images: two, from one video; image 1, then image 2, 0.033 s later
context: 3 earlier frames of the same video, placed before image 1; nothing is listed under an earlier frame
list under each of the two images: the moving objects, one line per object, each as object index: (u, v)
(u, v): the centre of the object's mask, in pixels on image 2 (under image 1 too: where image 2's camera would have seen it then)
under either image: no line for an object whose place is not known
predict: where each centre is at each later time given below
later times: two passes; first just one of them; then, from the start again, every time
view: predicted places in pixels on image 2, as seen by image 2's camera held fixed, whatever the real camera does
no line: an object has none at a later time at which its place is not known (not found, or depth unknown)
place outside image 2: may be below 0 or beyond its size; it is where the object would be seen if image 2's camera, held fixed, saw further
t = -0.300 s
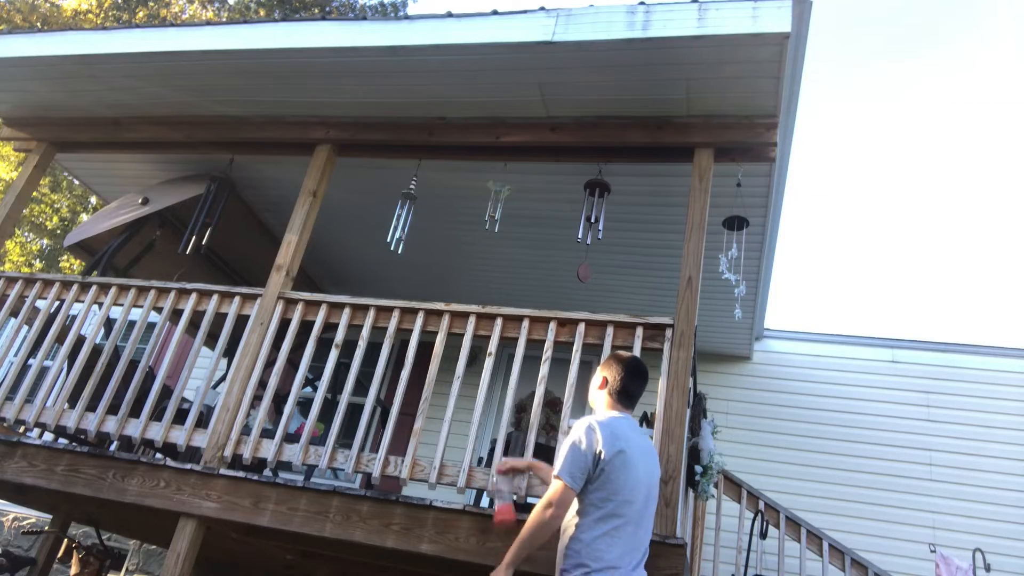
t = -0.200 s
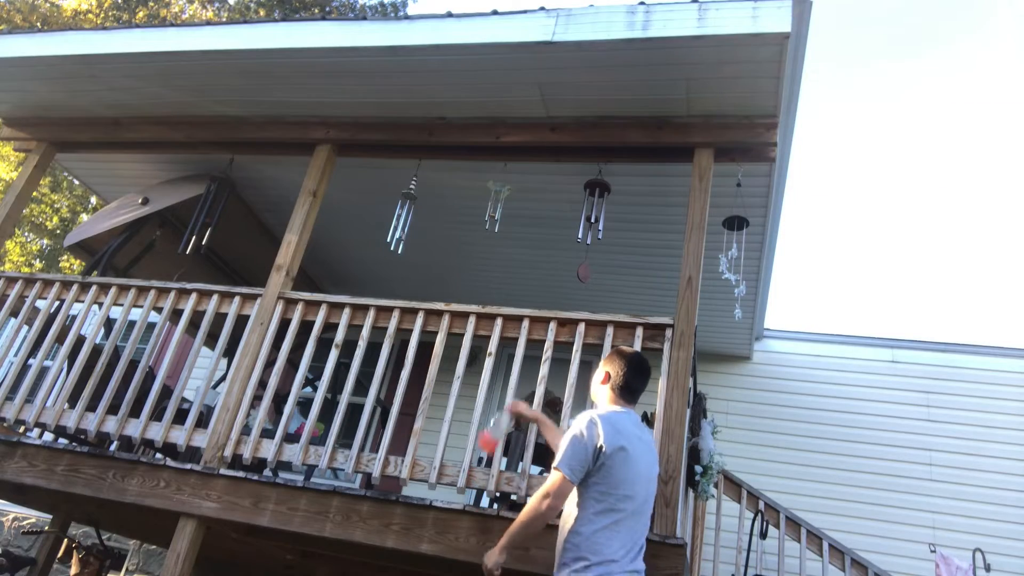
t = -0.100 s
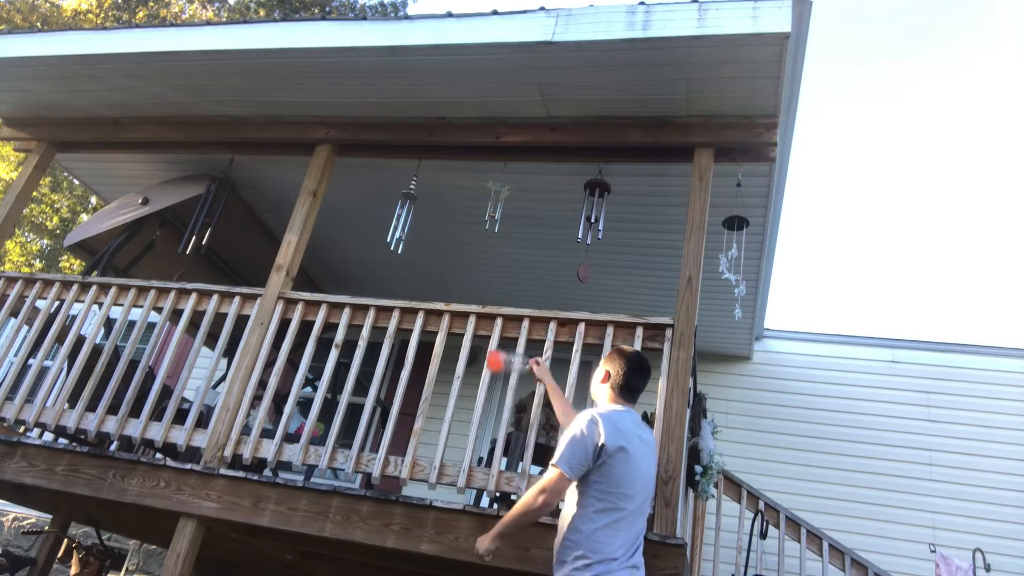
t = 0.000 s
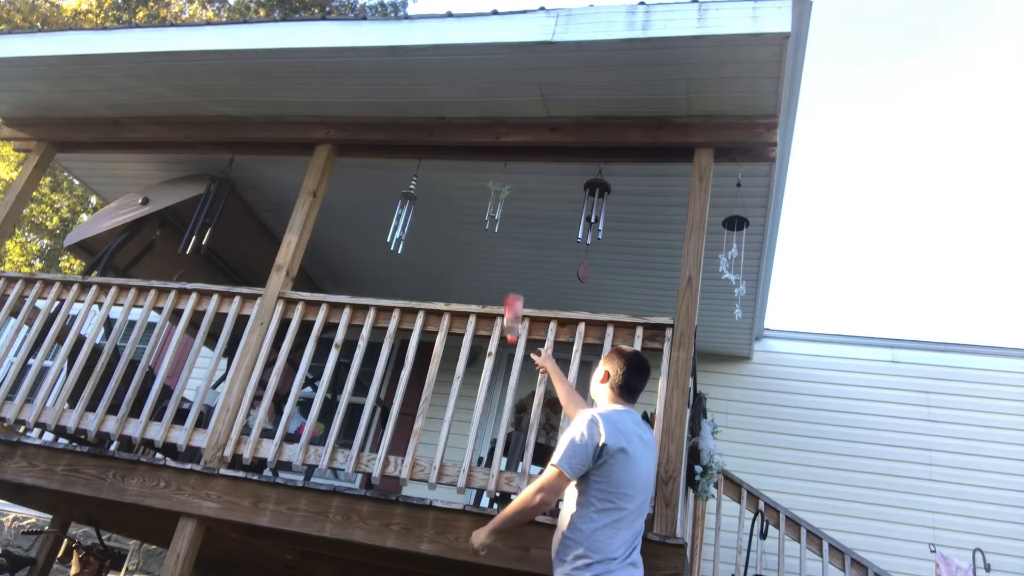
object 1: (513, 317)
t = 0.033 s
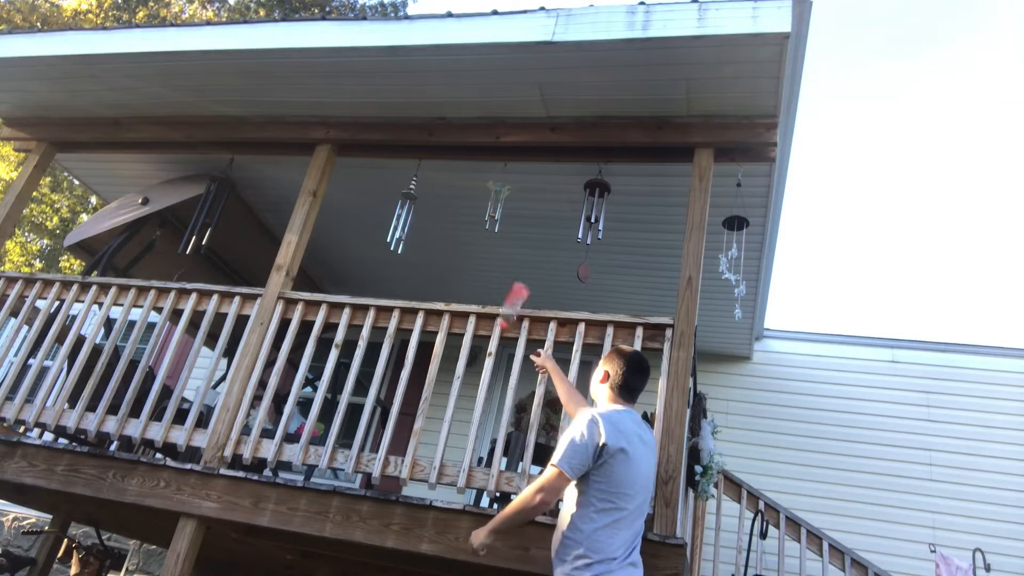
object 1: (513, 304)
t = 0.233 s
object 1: (522, 270)
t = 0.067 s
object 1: (514, 292)
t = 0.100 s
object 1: (514, 283)
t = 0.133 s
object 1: (516, 276)
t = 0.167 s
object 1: (519, 271)
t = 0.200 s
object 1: (521, 269)
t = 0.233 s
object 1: (522, 270)
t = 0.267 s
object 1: (523, 272)
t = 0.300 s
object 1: (524, 277)
